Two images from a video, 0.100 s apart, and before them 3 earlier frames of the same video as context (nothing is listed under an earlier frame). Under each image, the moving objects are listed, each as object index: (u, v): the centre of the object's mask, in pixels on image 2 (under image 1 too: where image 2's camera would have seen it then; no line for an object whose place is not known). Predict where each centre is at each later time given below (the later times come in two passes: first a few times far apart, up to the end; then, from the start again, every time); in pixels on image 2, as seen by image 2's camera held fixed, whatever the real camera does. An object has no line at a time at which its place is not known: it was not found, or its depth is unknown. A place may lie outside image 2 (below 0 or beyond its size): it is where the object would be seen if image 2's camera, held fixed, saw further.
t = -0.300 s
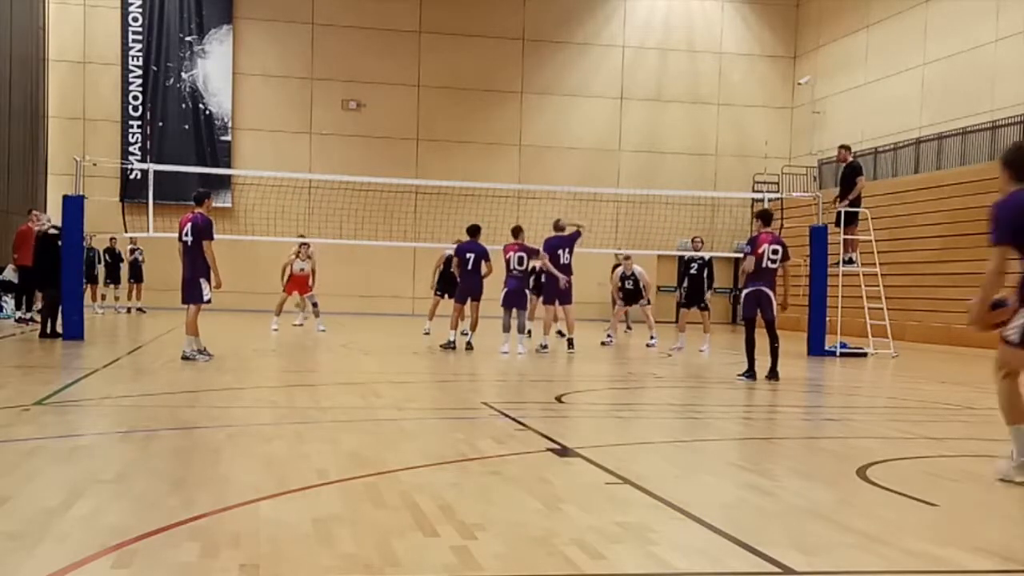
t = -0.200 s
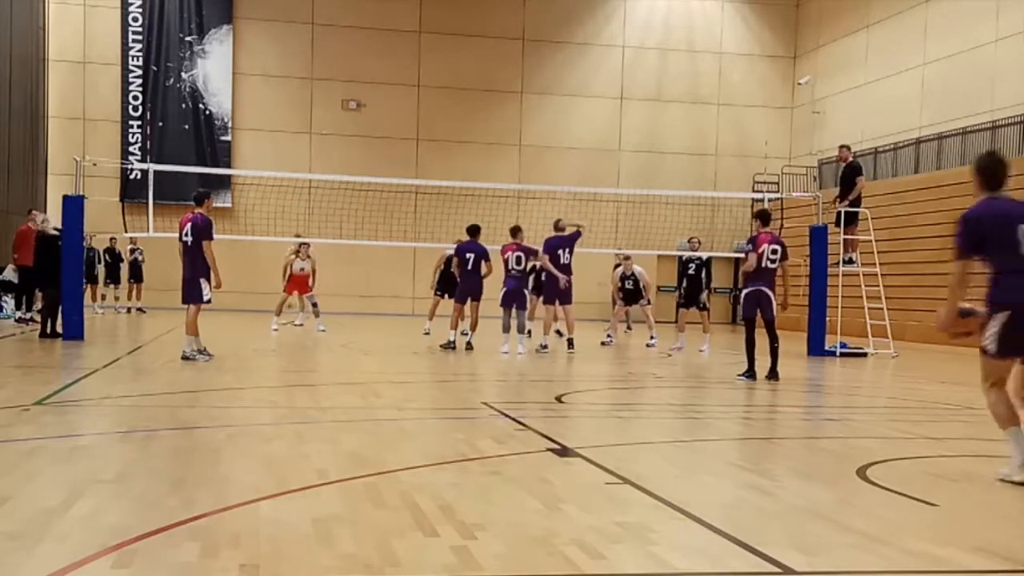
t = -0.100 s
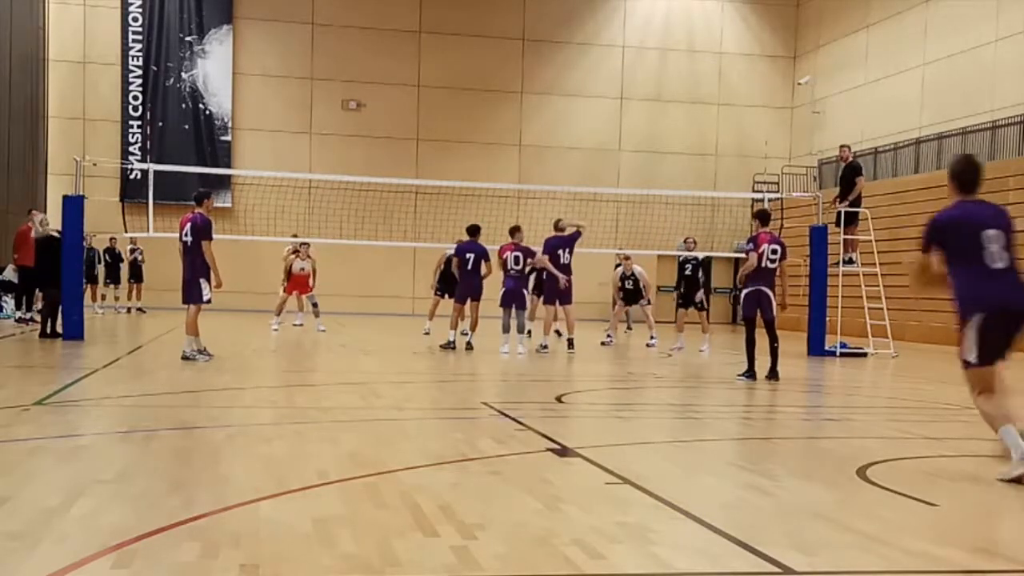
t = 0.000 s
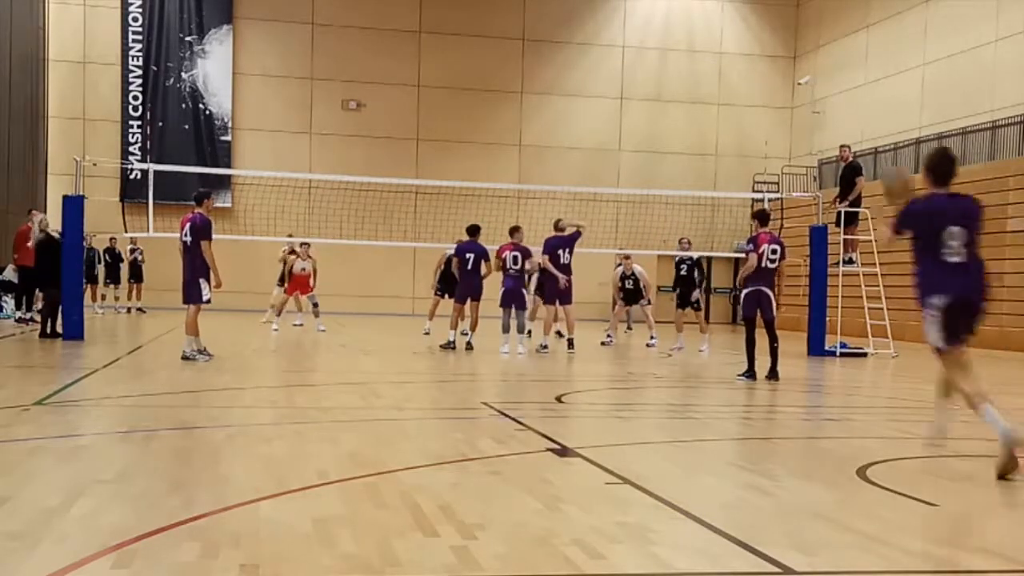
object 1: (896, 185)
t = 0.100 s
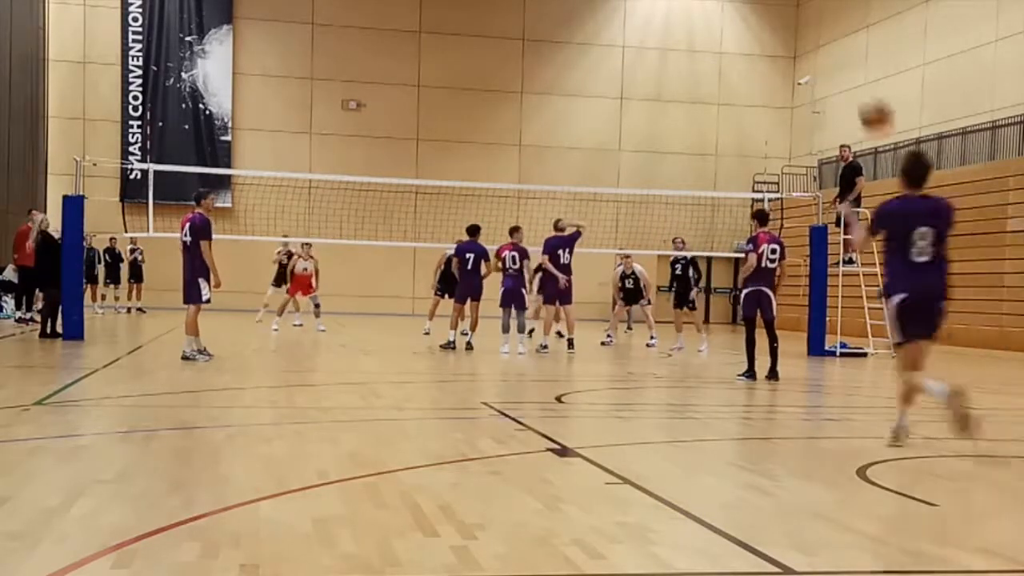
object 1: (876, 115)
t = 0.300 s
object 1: (833, 37)
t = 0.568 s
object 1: (780, 32)
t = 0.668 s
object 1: (760, 57)
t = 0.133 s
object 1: (868, 97)
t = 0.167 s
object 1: (862, 80)
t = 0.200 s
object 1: (854, 67)
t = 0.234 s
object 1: (847, 56)
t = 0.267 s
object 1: (839, 44)
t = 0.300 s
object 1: (833, 37)
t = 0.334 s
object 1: (826, 30)
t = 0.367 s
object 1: (818, 26)
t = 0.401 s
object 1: (810, 23)
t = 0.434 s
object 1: (805, 22)
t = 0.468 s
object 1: (801, 22)
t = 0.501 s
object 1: (793, 25)
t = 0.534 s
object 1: (787, 27)
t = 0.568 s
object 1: (780, 32)
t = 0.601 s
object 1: (774, 39)
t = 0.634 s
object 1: (767, 47)
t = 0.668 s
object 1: (760, 57)
